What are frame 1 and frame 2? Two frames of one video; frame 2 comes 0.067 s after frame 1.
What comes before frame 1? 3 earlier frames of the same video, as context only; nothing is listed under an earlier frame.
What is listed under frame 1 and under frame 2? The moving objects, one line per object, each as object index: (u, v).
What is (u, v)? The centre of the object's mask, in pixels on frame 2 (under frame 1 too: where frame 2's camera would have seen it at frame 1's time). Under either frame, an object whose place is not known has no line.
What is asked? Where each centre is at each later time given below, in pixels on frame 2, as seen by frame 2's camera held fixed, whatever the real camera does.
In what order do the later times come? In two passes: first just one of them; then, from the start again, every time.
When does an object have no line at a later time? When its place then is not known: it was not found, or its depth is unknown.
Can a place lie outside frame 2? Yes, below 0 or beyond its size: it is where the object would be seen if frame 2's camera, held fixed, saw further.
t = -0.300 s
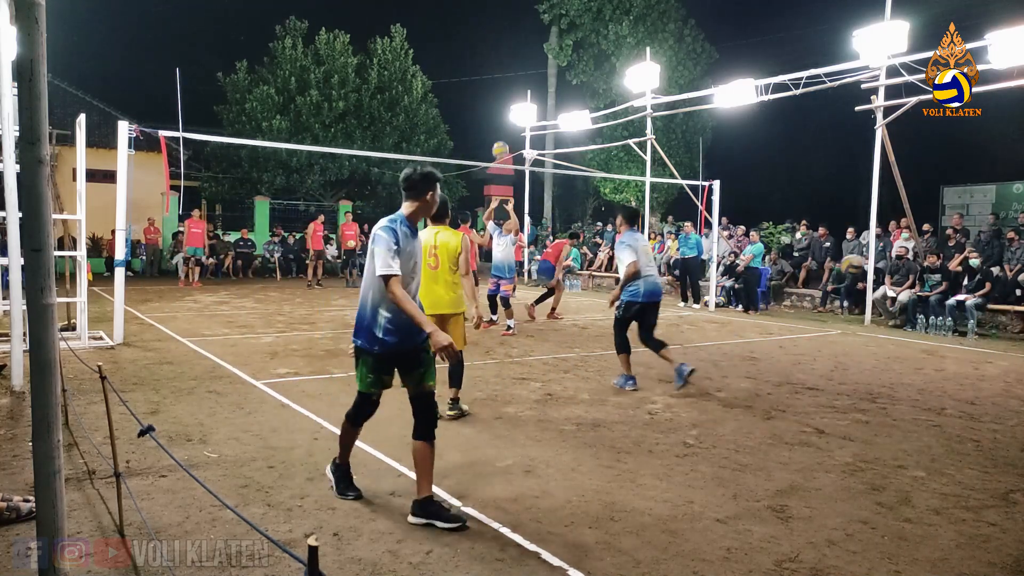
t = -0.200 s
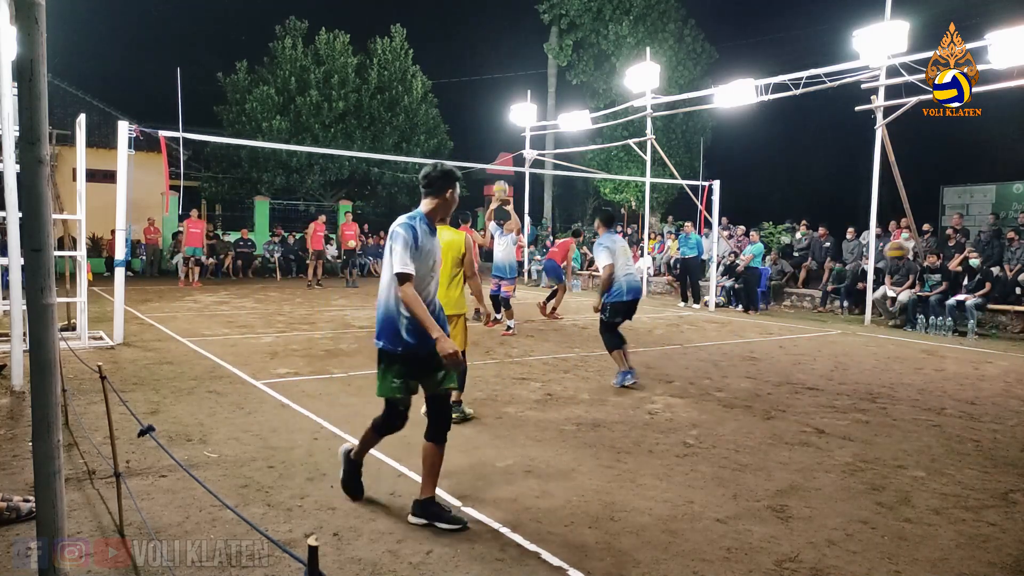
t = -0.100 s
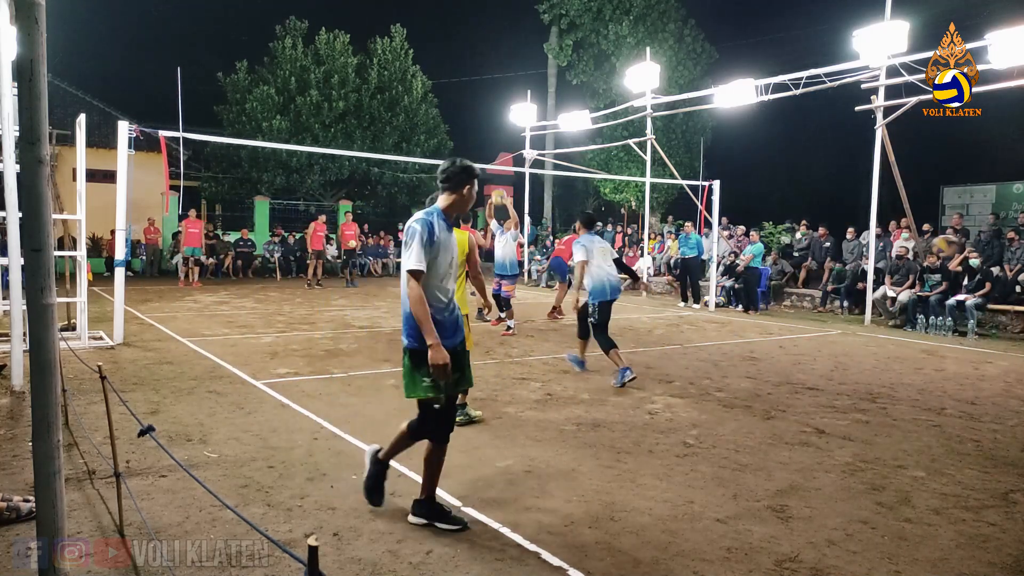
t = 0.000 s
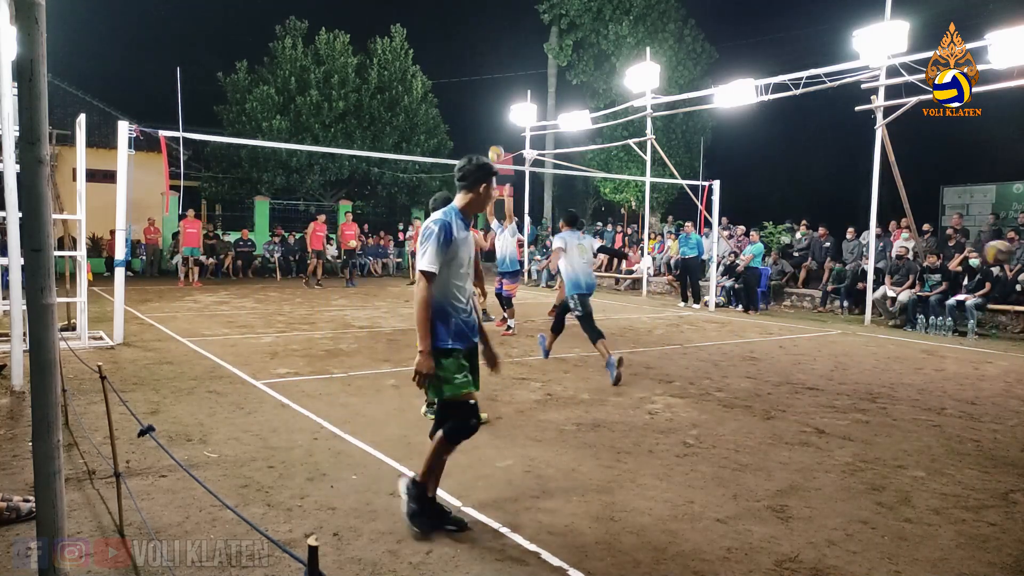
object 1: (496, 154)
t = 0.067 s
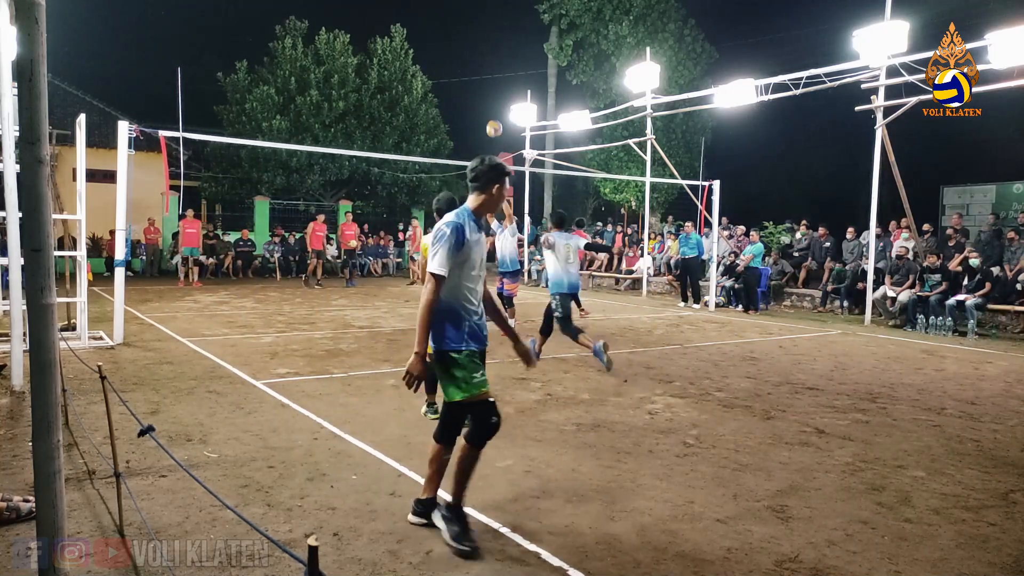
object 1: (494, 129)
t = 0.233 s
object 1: (489, 78)
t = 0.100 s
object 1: (493, 117)
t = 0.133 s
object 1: (492, 106)
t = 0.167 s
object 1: (491, 96)
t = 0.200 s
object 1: (490, 87)
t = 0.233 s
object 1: (489, 78)
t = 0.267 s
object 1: (488, 71)
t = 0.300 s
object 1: (487, 64)
